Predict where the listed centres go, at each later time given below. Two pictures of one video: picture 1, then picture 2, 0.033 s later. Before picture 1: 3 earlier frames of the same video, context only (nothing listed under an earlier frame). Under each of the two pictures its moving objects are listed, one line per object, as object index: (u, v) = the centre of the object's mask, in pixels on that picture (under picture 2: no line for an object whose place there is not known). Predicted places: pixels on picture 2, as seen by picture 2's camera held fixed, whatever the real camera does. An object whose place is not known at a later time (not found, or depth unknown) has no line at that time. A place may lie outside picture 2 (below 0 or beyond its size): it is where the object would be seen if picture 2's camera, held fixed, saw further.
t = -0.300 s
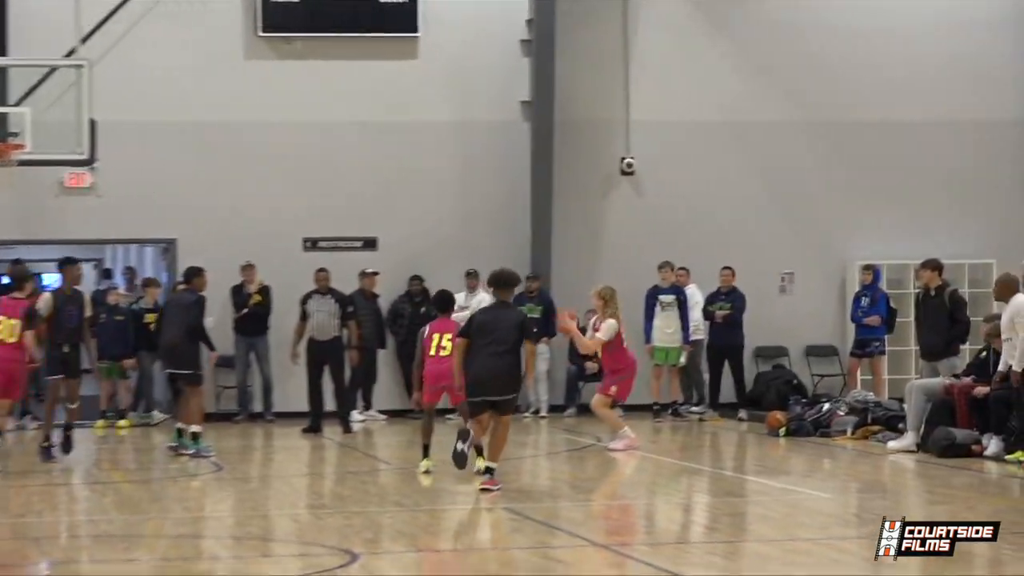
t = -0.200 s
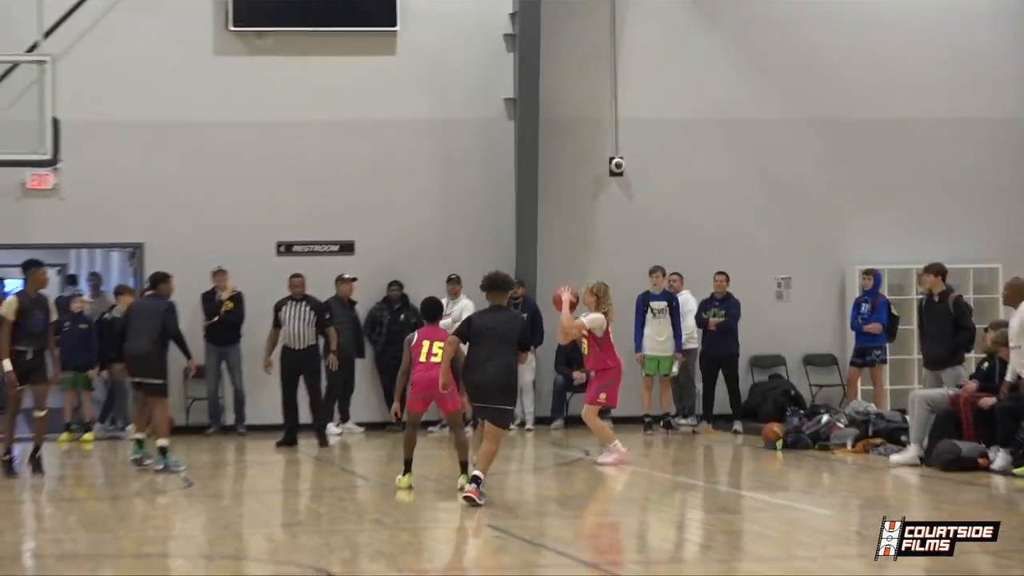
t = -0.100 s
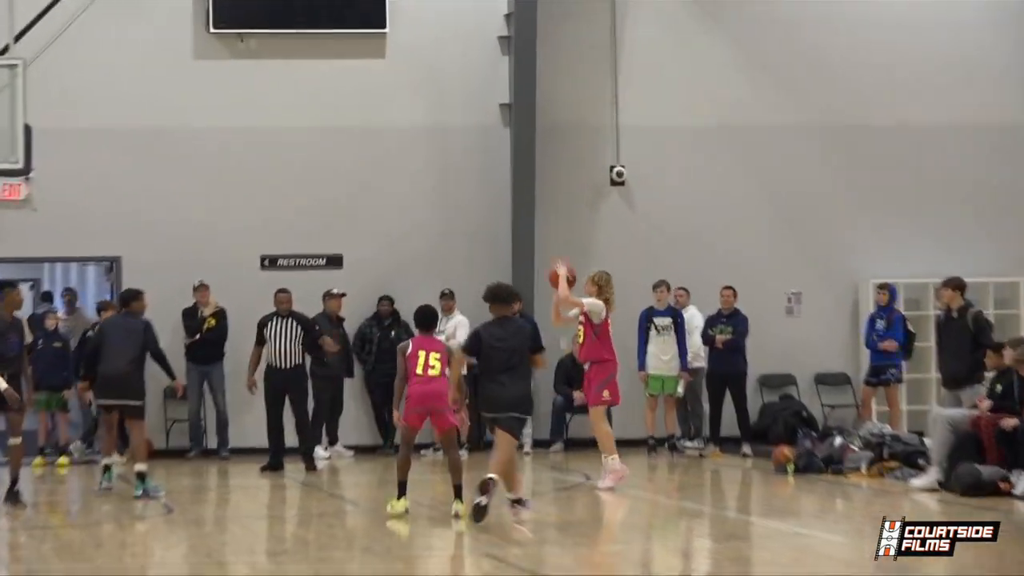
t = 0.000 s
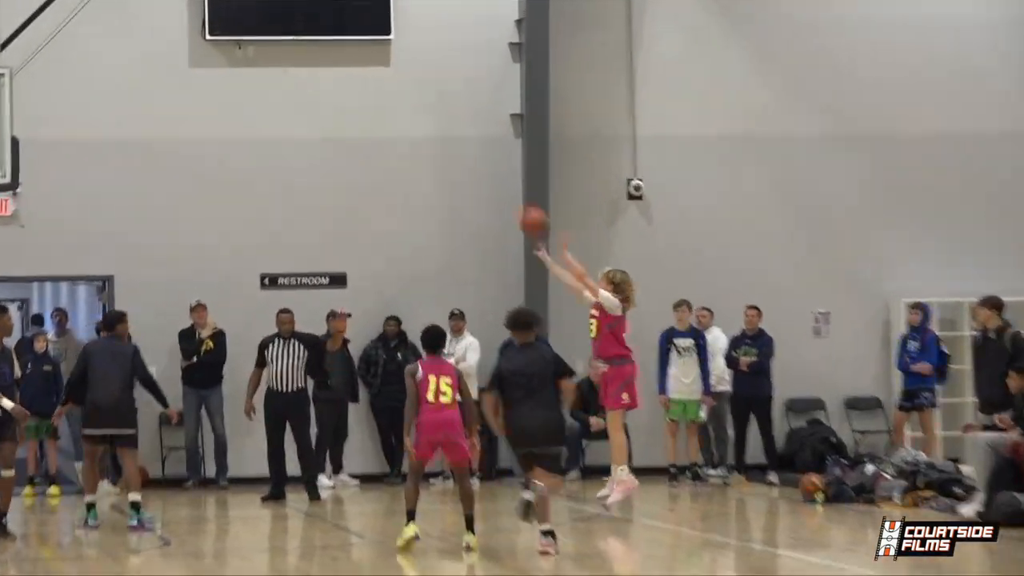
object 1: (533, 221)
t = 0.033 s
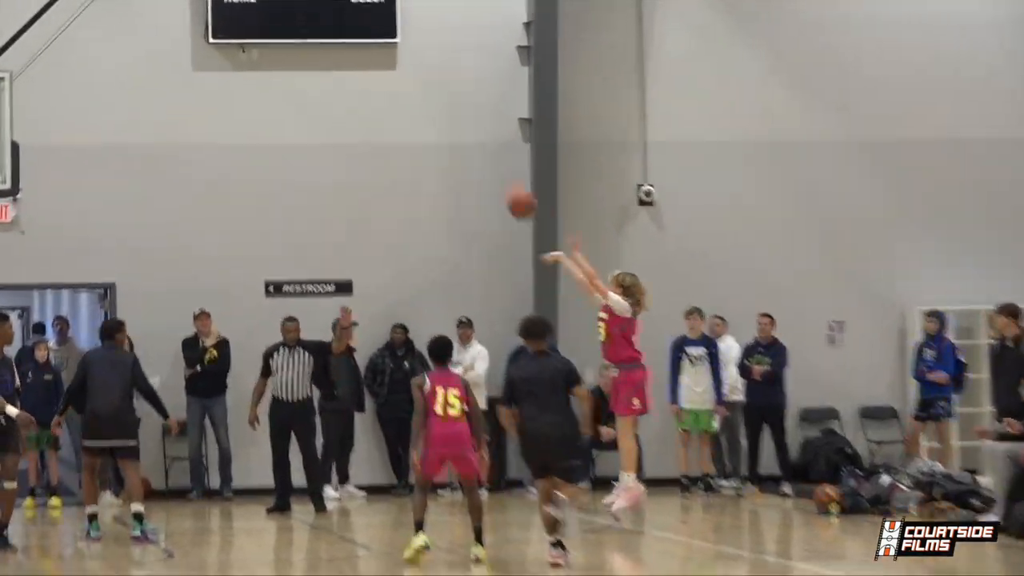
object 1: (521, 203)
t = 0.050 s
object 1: (512, 194)
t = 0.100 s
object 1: (479, 158)
